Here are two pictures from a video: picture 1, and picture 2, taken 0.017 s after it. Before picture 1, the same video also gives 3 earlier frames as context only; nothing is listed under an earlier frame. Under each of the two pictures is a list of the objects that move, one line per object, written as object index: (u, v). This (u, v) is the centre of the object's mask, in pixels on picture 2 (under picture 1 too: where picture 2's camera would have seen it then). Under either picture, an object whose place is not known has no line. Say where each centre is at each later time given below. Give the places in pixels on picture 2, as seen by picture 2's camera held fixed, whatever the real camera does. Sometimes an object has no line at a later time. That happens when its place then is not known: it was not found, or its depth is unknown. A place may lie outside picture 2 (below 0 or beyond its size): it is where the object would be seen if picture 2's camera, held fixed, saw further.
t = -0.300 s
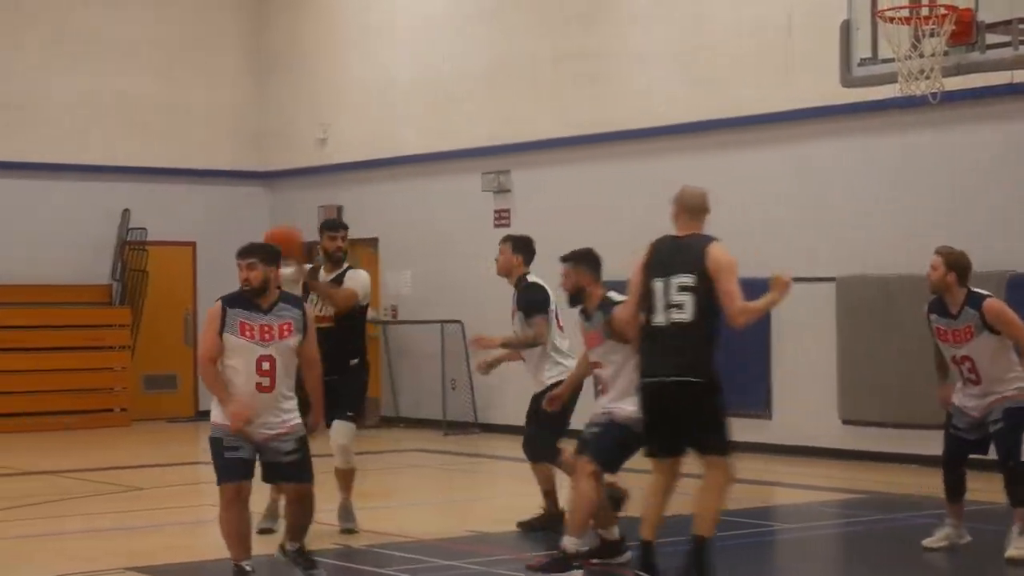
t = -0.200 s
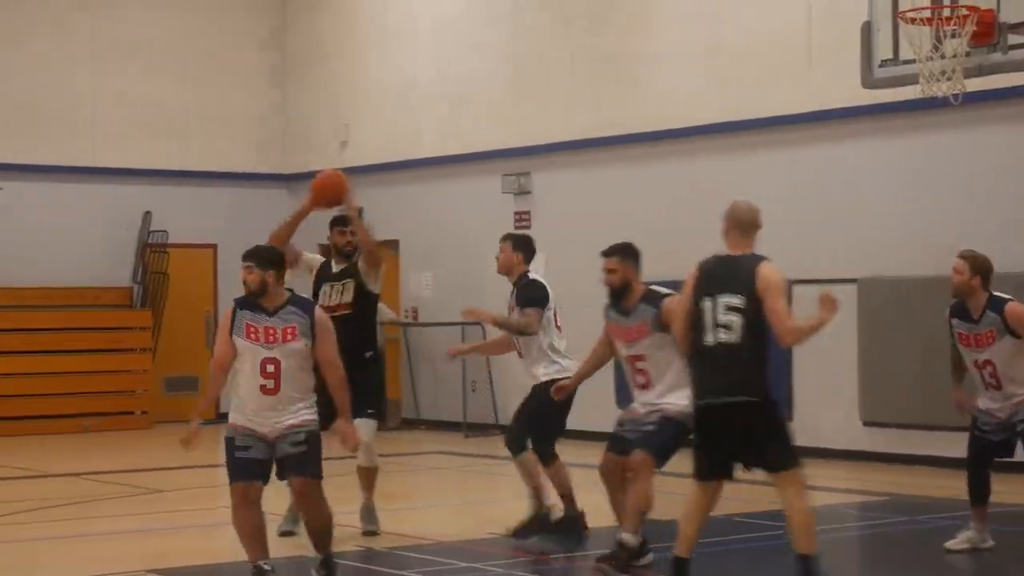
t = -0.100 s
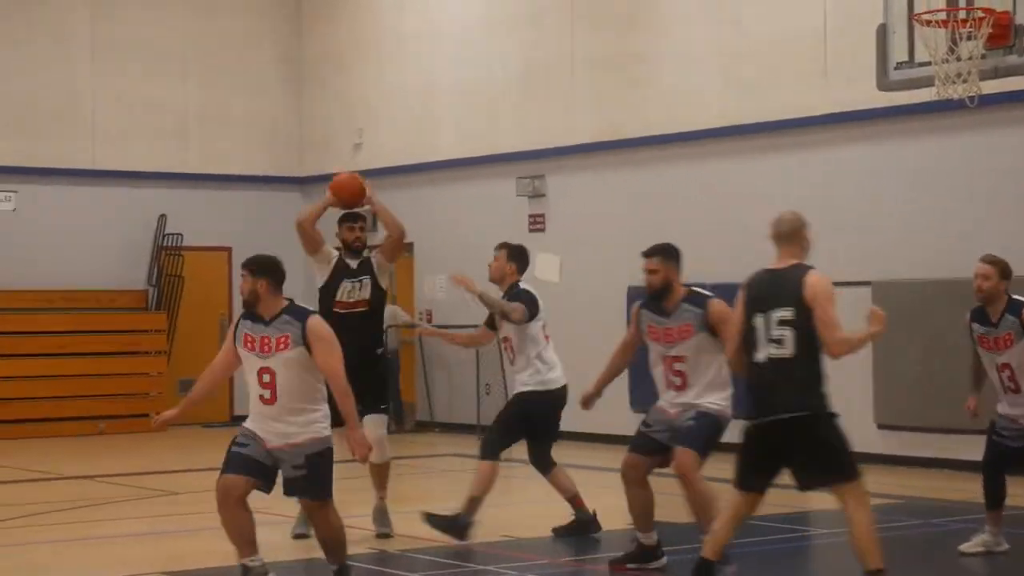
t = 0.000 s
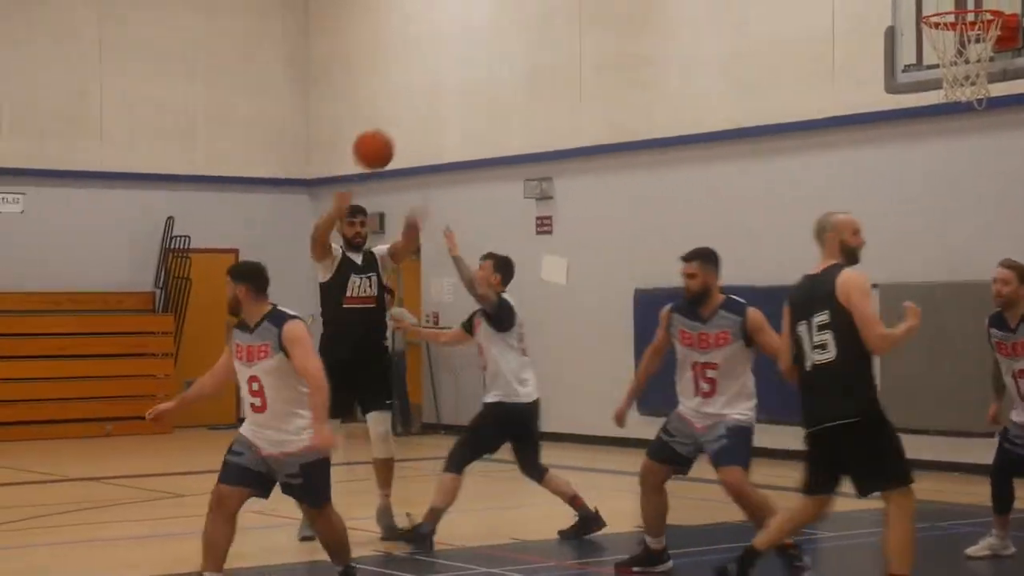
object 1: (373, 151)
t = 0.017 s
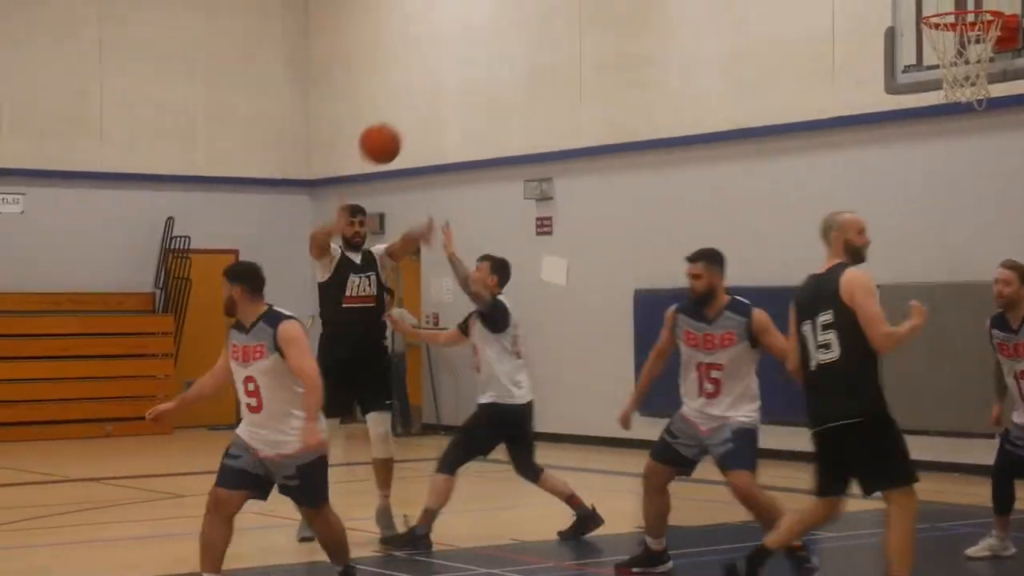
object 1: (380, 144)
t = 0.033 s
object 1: (387, 137)
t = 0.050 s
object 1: (395, 131)
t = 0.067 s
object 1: (403, 125)
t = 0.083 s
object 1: (412, 119)
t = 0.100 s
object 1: (421, 114)
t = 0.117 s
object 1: (428, 109)
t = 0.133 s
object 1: (437, 105)
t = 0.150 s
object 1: (446, 101)
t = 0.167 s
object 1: (455, 97)
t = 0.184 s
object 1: (465, 94)
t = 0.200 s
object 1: (475, 92)
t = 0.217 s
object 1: (486, 89)
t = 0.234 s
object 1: (498, 87)
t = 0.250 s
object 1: (510, 85)
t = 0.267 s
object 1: (522, 84)
